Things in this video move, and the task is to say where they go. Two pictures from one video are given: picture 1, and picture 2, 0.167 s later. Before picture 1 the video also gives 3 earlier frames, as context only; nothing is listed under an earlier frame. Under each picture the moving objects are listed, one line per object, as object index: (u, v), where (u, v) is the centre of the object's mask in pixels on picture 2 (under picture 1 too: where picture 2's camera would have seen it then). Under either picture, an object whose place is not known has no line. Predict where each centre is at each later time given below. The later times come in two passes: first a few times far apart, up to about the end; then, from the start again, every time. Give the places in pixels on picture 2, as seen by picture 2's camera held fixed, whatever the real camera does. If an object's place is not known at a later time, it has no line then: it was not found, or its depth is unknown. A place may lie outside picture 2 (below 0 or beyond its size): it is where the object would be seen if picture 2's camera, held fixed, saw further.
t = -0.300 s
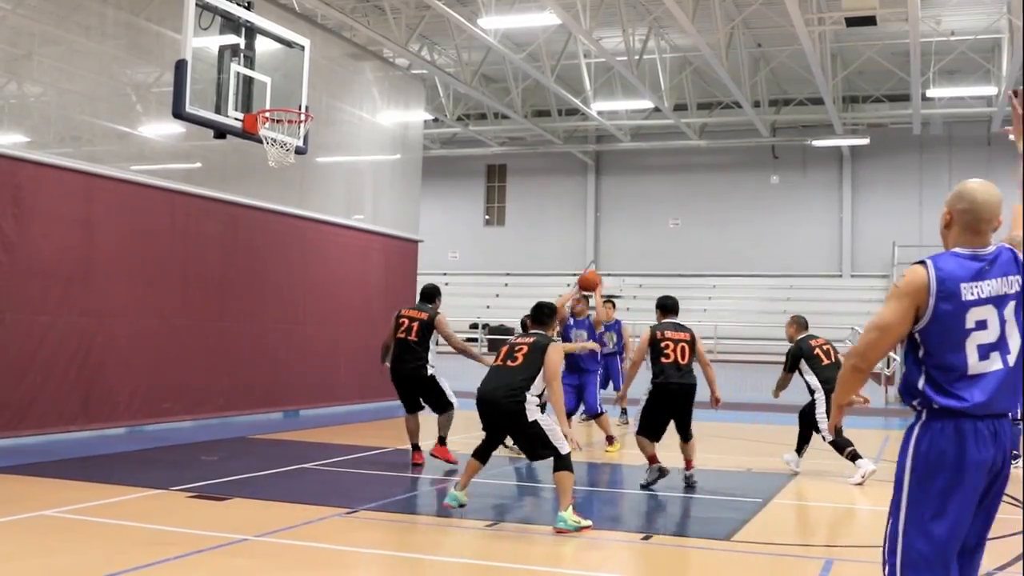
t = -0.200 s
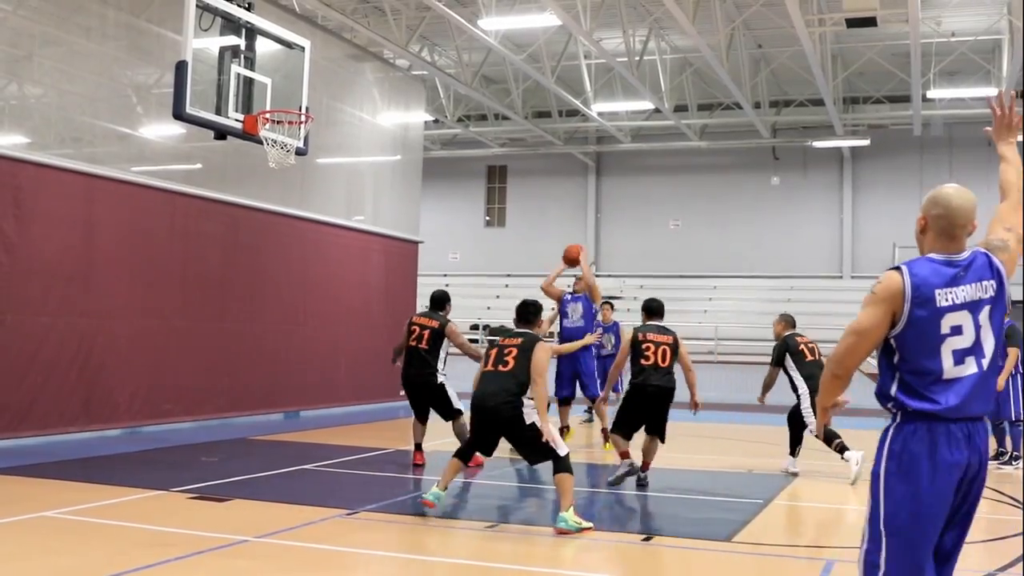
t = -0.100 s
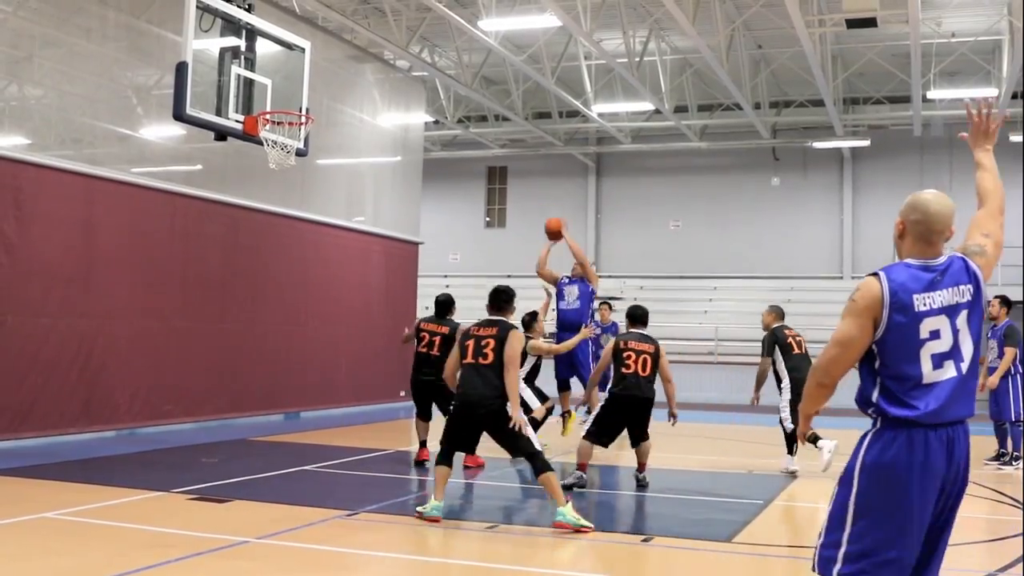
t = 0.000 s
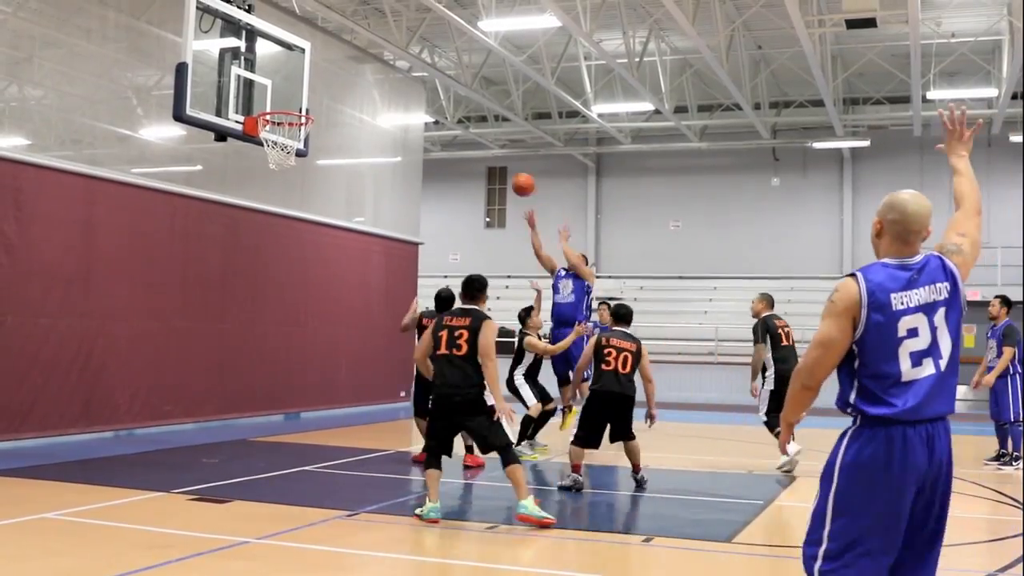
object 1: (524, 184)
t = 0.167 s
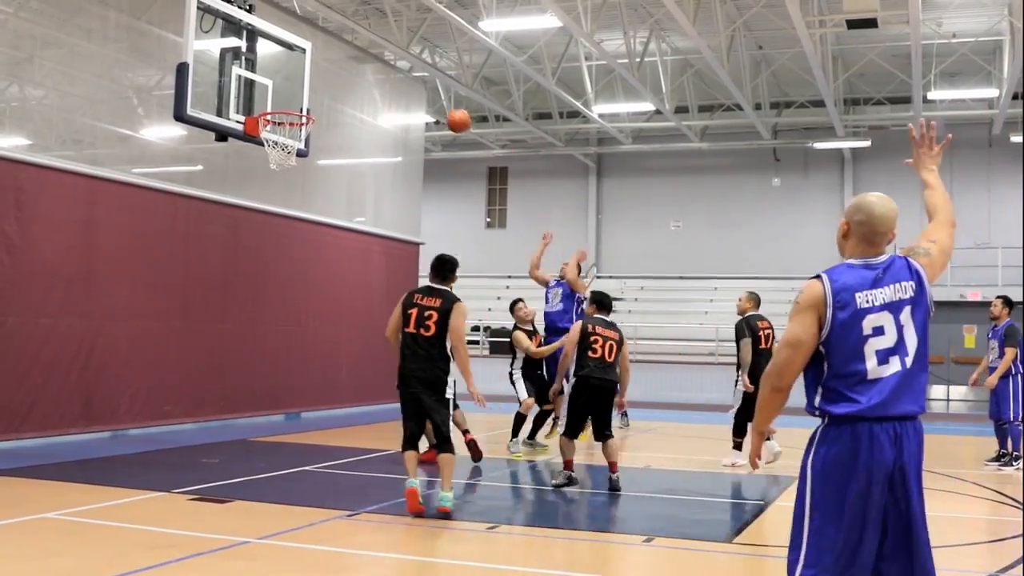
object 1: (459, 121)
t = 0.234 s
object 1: (431, 102)
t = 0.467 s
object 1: (330, 67)
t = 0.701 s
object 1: (304, 81)
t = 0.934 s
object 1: (325, 120)
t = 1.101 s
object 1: (343, 174)
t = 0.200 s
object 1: (445, 111)
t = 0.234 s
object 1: (431, 102)
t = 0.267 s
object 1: (417, 93)
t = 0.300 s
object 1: (402, 87)
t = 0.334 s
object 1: (389, 81)
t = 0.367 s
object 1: (374, 76)
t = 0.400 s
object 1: (360, 72)
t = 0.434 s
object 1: (345, 69)
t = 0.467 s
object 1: (330, 67)
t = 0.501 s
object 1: (315, 66)
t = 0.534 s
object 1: (299, 67)
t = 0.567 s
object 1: (293, 68)
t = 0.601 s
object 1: (296, 69)
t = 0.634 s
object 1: (299, 72)
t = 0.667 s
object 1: (301, 76)
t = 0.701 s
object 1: (304, 81)
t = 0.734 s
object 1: (306, 88)
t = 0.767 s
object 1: (309, 96)
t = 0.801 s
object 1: (312, 104)
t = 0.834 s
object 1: (315, 106)
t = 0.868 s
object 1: (319, 109)
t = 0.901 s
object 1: (322, 115)
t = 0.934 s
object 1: (325, 120)
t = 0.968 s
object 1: (329, 128)
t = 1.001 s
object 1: (332, 137)
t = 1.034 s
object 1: (336, 148)
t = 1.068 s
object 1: (340, 160)
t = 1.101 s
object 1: (343, 174)
